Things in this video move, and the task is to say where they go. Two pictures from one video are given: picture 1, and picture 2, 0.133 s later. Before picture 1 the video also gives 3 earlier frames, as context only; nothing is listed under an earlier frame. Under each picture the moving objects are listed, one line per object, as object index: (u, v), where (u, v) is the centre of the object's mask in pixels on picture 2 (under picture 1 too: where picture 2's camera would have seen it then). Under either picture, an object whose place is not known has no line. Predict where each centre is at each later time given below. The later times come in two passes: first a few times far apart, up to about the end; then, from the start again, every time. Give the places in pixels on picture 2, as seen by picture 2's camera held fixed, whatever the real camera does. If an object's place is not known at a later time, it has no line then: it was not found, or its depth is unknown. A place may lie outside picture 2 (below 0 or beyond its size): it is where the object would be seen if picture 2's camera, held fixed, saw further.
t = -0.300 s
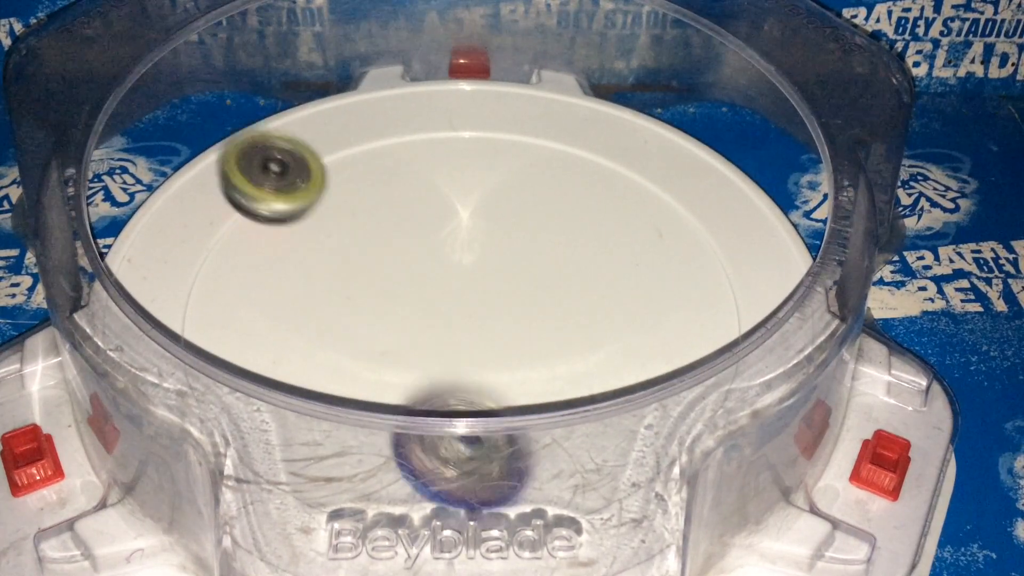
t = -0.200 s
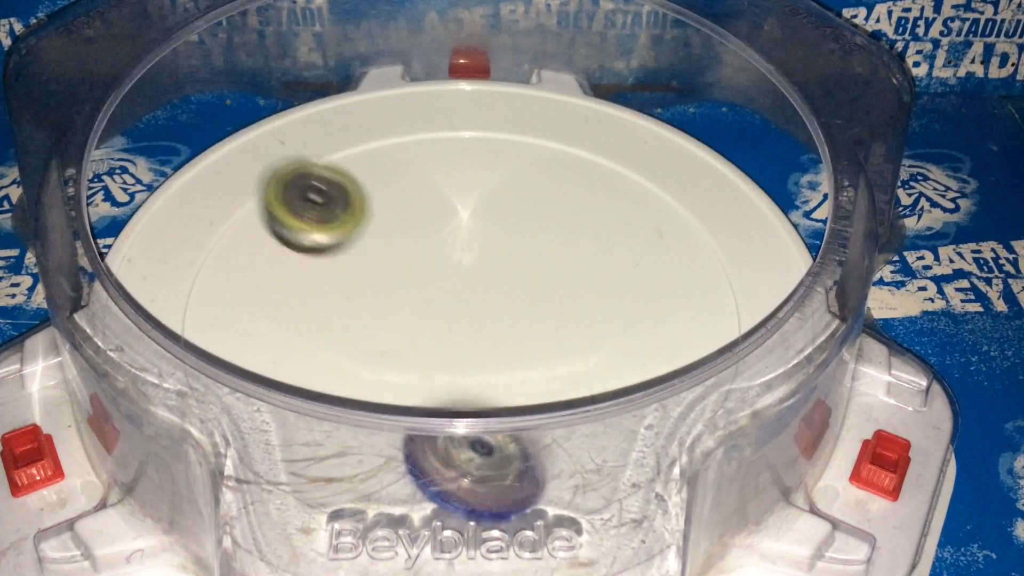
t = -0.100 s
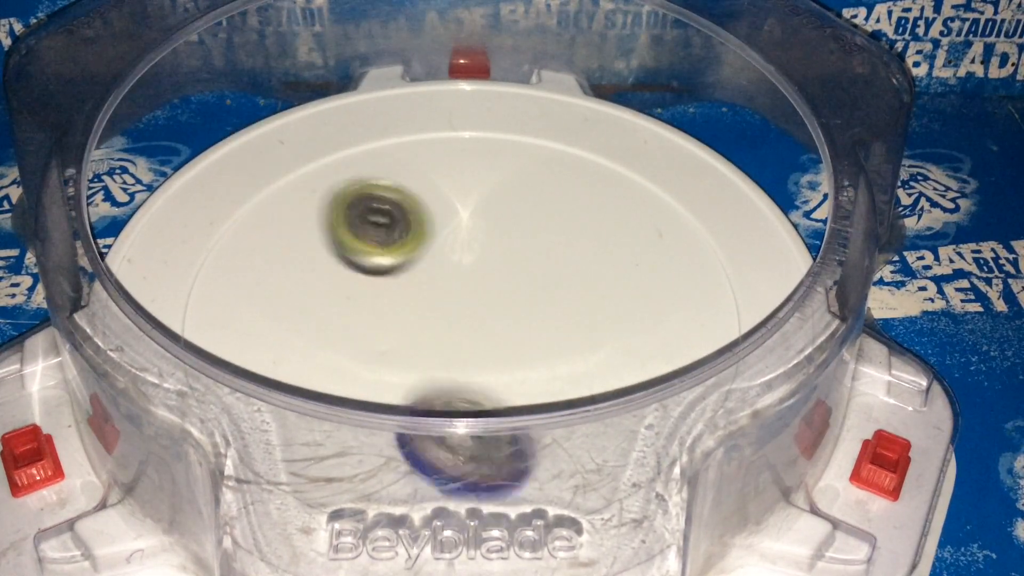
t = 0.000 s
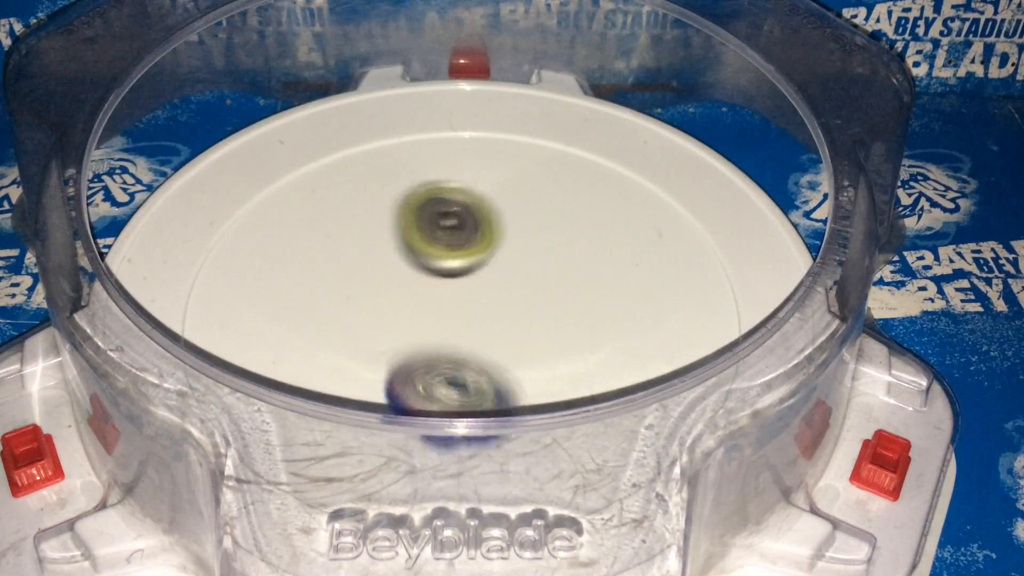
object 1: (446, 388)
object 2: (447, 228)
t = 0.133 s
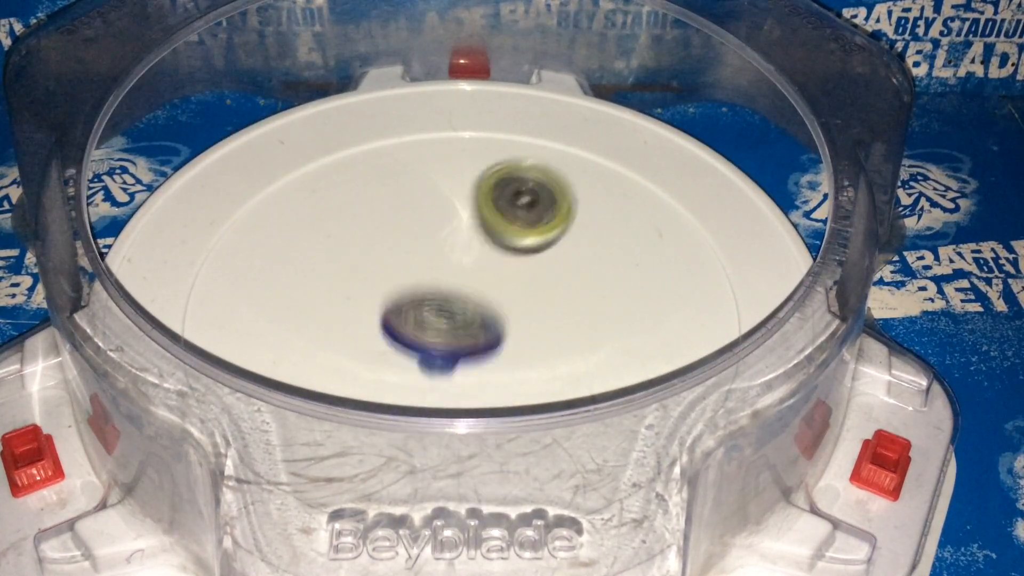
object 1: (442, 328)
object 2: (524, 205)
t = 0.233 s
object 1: (454, 277)
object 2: (554, 174)
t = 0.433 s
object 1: (514, 226)
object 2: (542, 122)
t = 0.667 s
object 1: (587, 236)
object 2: (449, 228)
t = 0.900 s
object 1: (587, 268)
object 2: (557, 362)
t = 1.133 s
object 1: (525, 265)
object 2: (709, 317)
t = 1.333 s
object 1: (474, 242)
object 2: (599, 258)
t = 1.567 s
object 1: (278, 187)
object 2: (596, 330)
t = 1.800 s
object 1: (310, 210)
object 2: (600, 345)
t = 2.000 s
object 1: (406, 279)
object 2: (478, 357)
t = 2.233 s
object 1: (367, 177)
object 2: (593, 517)
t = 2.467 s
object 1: (470, 232)
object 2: (587, 473)
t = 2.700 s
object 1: (578, 301)
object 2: (487, 378)
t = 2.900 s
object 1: (626, 347)
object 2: (341, 327)
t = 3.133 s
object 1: (567, 373)
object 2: (215, 314)
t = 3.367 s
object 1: (455, 326)
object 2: (328, 340)
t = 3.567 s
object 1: (515, 217)
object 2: (303, 313)
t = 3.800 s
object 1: (505, 200)
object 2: (350, 266)
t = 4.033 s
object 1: (519, 223)
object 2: (297, 234)
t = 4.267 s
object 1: (498, 291)
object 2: (339, 334)
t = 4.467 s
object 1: (563, 273)
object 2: (394, 398)
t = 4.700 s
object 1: (606, 279)
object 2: (517, 351)
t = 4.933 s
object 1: (578, 266)
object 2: (393, 311)
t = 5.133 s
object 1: (497, 267)
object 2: (326, 343)
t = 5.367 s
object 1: (409, 227)
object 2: (442, 378)
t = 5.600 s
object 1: (388, 212)
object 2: (567, 349)
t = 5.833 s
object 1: (381, 268)
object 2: (529, 249)
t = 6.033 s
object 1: (390, 319)
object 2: (465, 206)
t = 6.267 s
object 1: (459, 350)
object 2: (372, 259)
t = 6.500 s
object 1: (536, 335)
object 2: (391, 325)
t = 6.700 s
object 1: (544, 300)
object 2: (417, 310)
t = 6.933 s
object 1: (501, 271)
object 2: (364, 310)
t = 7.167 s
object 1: (488, 261)
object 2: (335, 360)
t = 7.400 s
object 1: (488, 299)
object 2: (415, 368)
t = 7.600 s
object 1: (535, 280)
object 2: (416, 308)
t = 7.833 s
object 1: (526, 265)
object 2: (383, 243)
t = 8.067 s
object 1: (486, 273)
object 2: (355, 239)
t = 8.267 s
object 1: (512, 306)
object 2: (361, 278)
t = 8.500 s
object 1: (551, 324)
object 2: (427, 279)
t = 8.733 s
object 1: (547, 312)
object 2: (452, 257)
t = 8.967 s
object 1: (525, 323)
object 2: (400, 224)
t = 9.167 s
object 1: (483, 340)
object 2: (356, 248)
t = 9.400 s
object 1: (469, 361)
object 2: (404, 283)
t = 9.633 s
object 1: (494, 361)
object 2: (436, 239)
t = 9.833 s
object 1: (485, 334)
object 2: (436, 232)
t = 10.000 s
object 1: (468, 340)
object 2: (433, 234)
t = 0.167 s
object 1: (443, 310)
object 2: (536, 197)
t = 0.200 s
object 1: (448, 293)
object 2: (546, 186)
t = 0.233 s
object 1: (454, 277)
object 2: (554, 174)
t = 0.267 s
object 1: (461, 265)
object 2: (559, 164)
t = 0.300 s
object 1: (469, 252)
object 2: (561, 153)
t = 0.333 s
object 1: (479, 244)
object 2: (561, 141)
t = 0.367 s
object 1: (489, 237)
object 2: (558, 132)
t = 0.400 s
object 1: (502, 231)
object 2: (553, 123)
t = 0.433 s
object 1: (514, 226)
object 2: (542, 122)
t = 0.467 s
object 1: (528, 223)
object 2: (528, 124)
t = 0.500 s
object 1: (540, 224)
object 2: (512, 128)
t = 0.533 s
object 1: (552, 225)
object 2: (495, 137)
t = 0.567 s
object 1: (563, 226)
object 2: (478, 155)
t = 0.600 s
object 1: (572, 228)
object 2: (464, 176)
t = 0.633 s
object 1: (581, 231)
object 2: (454, 202)
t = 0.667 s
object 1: (587, 236)
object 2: (449, 228)
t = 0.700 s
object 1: (592, 241)
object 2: (450, 255)
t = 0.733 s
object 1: (595, 245)
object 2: (457, 281)
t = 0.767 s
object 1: (597, 250)
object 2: (467, 305)
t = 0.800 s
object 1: (597, 254)
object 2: (484, 326)
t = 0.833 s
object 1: (596, 258)
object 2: (505, 345)
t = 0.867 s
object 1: (592, 262)
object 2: (529, 357)
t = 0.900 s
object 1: (587, 268)
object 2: (557, 362)
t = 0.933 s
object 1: (581, 270)
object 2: (586, 363)
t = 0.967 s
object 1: (574, 272)
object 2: (617, 361)
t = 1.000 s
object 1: (566, 272)
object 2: (652, 370)
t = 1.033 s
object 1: (557, 272)
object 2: (681, 363)
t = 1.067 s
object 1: (547, 270)
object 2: (710, 355)
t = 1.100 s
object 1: (535, 268)
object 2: (717, 334)
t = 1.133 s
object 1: (525, 265)
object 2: (709, 317)
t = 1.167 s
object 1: (516, 262)
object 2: (708, 308)
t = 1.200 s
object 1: (507, 259)
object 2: (702, 295)
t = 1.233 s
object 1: (498, 255)
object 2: (687, 280)
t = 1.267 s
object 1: (490, 251)
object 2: (664, 268)
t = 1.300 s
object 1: (482, 246)
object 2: (632, 261)
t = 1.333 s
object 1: (474, 242)
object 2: (599, 258)
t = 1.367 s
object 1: (449, 237)
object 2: (583, 262)
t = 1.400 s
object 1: (402, 226)
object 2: (588, 269)
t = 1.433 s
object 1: (366, 218)
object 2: (589, 280)
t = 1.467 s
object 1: (336, 209)
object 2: (590, 293)
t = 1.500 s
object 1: (311, 199)
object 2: (591, 307)
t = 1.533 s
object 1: (292, 193)
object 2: (593, 319)
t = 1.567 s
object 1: (278, 187)
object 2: (596, 330)
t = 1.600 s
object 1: (269, 182)
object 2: (600, 339)
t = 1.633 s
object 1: (263, 179)
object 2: (604, 345)
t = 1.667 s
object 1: (264, 180)
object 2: (608, 347)
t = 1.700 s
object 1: (272, 183)
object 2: (612, 349)
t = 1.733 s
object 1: (283, 191)
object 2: (613, 348)
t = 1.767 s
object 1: (295, 199)
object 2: (609, 346)
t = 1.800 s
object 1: (310, 210)
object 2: (600, 345)
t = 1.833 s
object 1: (324, 219)
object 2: (586, 343)
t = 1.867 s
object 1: (340, 231)
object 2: (569, 342)
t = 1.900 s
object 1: (357, 241)
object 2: (546, 343)
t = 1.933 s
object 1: (374, 254)
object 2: (525, 346)
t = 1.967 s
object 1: (391, 268)
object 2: (500, 351)
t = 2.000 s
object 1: (406, 279)
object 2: (478, 357)
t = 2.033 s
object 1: (403, 267)
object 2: (481, 376)
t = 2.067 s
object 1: (391, 233)
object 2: (500, 438)
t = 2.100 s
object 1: (378, 216)
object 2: (520, 473)
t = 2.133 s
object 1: (369, 209)
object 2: (542, 479)
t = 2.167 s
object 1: (366, 194)
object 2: (558, 498)
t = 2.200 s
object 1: (366, 183)
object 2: (575, 511)
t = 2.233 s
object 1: (367, 177)
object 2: (593, 517)
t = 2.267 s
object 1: (372, 178)
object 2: (601, 518)
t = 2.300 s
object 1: (380, 184)
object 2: (603, 514)
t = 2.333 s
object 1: (393, 190)
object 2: (607, 505)
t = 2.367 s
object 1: (409, 199)
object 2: (602, 497)
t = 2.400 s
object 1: (429, 209)
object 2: (598, 486)
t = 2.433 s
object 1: (449, 221)
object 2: (593, 479)
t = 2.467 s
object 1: (470, 232)
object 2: (587, 473)
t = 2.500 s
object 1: (490, 243)
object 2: (577, 468)
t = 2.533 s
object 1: (508, 253)
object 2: (567, 464)
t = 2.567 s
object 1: (524, 264)
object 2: (559, 458)
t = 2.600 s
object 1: (539, 273)
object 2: (545, 431)
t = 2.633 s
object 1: (553, 284)
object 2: (528, 415)
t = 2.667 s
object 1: (565, 292)
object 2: (507, 396)
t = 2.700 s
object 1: (578, 301)
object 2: (487, 378)
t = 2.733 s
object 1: (589, 309)
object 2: (464, 372)
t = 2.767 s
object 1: (599, 317)
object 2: (437, 361)
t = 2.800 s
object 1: (608, 325)
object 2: (412, 350)
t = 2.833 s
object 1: (615, 333)
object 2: (389, 341)
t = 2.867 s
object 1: (623, 341)
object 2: (366, 333)
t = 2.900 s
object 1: (626, 347)
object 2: (341, 327)
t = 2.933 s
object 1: (626, 353)
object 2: (320, 322)
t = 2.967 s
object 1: (622, 358)
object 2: (299, 318)
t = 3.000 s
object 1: (617, 364)
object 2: (278, 316)
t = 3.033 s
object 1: (609, 368)
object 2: (257, 314)
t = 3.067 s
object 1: (598, 370)
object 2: (238, 314)
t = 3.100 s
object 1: (584, 372)
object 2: (224, 314)
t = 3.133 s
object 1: (567, 373)
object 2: (215, 314)
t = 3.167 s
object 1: (549, 375)
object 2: (211, 317)
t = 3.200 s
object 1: (532, 372)
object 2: (207, 332)
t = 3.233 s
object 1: (513, 367)
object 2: (222, 342)
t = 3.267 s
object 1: (496, 359)
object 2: (248, 339)
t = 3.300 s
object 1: (480, 350)
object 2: (273, 344)
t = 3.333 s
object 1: (467, 339)
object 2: (300, 346)
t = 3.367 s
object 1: (455, 326)
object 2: (328, 340)
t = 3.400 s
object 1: (470, 301)
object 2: (322, 338)
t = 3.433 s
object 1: (487, 280)
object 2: (313, 333)
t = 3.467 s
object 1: (499, 259)
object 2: (307, 328)
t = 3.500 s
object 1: (507, 242)
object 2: (303, 322)
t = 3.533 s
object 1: (512, 228)
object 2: (301, 317)
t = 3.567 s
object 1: (515, 217)
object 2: (303, 313)
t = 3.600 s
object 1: (516, 210)
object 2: (306, 308)
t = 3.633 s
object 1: (516, 206)
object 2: (311, 302)
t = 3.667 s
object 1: (516, 203)
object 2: (318, 296)
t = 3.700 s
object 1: (514, 201)
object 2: (325, 290)
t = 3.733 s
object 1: (512, 200)
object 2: (334, 283)
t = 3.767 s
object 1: (509, 200)
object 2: (342, 275)
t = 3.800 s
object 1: (505, 200)
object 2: (350, 266)
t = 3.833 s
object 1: (500, 202)
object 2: (357, 256)
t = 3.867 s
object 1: (494, 205)
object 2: (363, 247)
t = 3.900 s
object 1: (487, 209)
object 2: (368, 238)
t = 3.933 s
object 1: (486, 213)
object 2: (364, 231)
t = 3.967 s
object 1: (503, 214)
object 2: (335, 228)
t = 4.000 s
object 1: (514, 217)
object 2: (315, 229)
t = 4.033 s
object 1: (519, 223)
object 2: (297, 234)
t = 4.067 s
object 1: (522, 231)
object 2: (282, 243)
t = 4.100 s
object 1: (522, 240)
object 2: (272, 256)
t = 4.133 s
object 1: (521, 250)
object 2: (269, 272)
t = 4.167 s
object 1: (518, 259)
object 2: (275, 290)
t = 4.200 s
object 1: (513, 270)
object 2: (291, 308)
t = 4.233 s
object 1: (506, 280)
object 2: (314, 323)
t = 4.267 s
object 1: (498, 291)
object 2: (339, 334)
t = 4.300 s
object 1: (490, 299)
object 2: (368, 340)
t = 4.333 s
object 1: (501, 294)
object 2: (372, 352)
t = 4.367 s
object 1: (525, 284)
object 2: (365, 362)
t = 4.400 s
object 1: (541, 277)
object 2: (367, 370)
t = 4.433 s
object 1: (554, 275)
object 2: (375, 388)
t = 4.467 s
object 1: (563, 273)
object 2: (394, 398)
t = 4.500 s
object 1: (574, 271)
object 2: (418, 405)
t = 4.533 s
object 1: (584, 272)
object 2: (445, 403)
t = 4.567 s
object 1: (592, 274)
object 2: (470, 395)
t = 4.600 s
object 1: (597, 276)
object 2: (490, 378)
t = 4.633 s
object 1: (601, 278)
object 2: (507, 370)
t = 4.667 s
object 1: (603, 281)
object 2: (519, 359)
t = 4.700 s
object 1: (606, 279)
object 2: (517, 351)
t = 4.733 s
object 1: (610, 273)
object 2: (505, 343)
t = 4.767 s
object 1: (611, 271)
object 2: (492, 335)
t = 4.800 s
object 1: (609, 267)
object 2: (476, 327)
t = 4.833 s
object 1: (605, 266)
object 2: (456, 320)
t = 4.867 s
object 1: (597, 266)
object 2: (436, 315)
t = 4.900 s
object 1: (588, 265)
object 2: (415, 312)
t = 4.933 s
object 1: (578, 266)
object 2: (393, 311)
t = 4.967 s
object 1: (567, 265)
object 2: (374, 310)
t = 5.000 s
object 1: (553, 267)
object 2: (357, 313)
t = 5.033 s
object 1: (540, 265)
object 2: (344, 318)
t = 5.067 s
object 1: (527, 266)
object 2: (333, 325)
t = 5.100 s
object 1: (512, 267)
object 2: (326, 334)
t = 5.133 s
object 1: (497, 267)
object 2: (326, 343)
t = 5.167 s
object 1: (484, 268)
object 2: (335, 351)
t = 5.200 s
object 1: (469, 270)
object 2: (350, 357)
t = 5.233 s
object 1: (454, 271)
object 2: (369, 360)
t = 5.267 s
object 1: (441, 271)
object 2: (389, 359)
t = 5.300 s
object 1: (428, 266)
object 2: (408, 360)
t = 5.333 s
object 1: (417, 245)
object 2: (425, 371)
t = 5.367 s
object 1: (409, 227)
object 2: (442, 378)
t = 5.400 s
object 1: (400, 214)
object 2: (463, 393)
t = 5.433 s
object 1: (394, 206)
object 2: (485, 394)
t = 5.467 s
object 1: (390, 204)
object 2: (506, 380)
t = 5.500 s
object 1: (388, 203)
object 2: (527, 376)
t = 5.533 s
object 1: (387, 205)
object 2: (546, 370)
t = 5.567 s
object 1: (387, 207)
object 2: (560, 361)
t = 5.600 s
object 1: (388, 212)
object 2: (567, 349)
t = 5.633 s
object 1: (390, 218)
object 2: (568, 331)
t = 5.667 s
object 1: (391, 226)
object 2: (563, 315)
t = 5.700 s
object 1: (395, 235)
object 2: (555, 299)
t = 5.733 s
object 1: (398, 245)
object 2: (543, 285)
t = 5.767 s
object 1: (403, 253)
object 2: (528, 272)
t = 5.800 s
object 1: (394, 261)
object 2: (526, 259)
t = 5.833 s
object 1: (381, 268)
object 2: (529, 249)
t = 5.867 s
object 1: (376, 276)
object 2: (527, 238)
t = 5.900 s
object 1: (375, 287)
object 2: (520, 228)
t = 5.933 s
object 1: (375, 295)
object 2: (511, 220)
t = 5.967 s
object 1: (378, 305)
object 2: (497, 212)
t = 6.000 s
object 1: (384, 310)
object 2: (482, 208)
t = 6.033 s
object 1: (390, 319)
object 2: (465, 206)
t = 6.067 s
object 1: (396, 324)
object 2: (447, 208)
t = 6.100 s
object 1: (403, 329)
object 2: (429, 213)
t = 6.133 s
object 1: (411, 332)
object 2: (413, 222)
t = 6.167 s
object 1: (419, 334)
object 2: (400, 233)
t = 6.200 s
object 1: (430, 337)
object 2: (390, 248)
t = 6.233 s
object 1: (443, 343)
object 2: (382, 256)
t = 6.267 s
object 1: (459, 350)
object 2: (372, 259)
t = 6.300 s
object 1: (475, 354)
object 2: (364, 265)
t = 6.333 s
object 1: (488, 354)
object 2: (360, 275)
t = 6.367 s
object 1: (499, 353)
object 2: (359, 288)
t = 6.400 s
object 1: (507, 349)
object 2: (366, 301)
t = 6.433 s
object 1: (512, 345)
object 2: (378, 314)
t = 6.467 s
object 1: (519, 340)
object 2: (391, 323)
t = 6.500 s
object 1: (536, 335)
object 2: (391, 325)
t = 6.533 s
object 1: (546, 329)
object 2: (394, 325)
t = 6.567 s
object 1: (553, 322)
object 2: (399, 325)
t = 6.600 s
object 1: (554, 316)
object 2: (404, 323)
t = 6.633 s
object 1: (554, 309)
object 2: (409, 321)
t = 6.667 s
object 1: (550, 303)
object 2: (414, 316)
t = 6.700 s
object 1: (544, 300)
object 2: (417, 310)
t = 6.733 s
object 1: (542, 294)
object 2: (415, 306)
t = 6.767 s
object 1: (543, 287)
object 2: (404, 302)
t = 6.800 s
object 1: (540, 281)
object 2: (394, 300)
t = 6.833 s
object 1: (532, 277)
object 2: (383, 300)
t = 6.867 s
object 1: (523, 275)
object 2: (373, 301)
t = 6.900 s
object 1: (513, 272)
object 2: (366, 304)
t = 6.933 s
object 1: (501, 271)
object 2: (364, 310)
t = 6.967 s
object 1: (489, 272)
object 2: (367, 315)
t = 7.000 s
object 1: (476, 273)
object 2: (375, 321)
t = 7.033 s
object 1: (476, 269)
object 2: (369, 330)
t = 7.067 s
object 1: (483, 263)
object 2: (352, 341)
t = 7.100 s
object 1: (488, 260)
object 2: (341, 349)
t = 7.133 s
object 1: (490, 259)
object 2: (336, 356)
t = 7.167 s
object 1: (488, 261)
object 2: (335, 360)
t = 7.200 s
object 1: (484, 267)
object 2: (338, 366)
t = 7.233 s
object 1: (481, 271)
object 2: (348, 371)
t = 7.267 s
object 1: (478, 277)
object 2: (358, 384)
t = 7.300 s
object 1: (476, 284)
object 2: (377, 375)
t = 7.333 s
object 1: (477, 292)
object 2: (396, 374)
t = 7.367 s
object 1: (479, 299)
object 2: (412, 369)
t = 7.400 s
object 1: (488, 299)
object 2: (415, 368)
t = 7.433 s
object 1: (503, 294)
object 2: (416, 364)
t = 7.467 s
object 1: (513, 290)
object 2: (419, 356)
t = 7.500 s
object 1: (520, 287)
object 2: (421, 344)
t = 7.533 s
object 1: (527, 284)
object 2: (421, 332)
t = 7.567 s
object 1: (532, 281)
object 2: (418, 320)
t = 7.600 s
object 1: (535, 280)
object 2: (416, 308)
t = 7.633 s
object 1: (537, 276)
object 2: (413, 296)
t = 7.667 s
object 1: (538, 275)
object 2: (408, 286)
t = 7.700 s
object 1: (539, 273)
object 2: (402, 276)
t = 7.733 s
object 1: (537, 272)
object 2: (398, 267)
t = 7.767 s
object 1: (535, 269)
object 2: (394, 258)
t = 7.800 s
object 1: (532, 268)
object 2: (388, 250)
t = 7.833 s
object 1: (526, 265)
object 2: (383, 243)
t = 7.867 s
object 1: (519, 263)
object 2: (378, 237)
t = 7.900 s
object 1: (511, 263)
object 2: (373, 233)
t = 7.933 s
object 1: (502, 263)
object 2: (367, 232)
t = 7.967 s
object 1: (493, 264)
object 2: (364, 233)
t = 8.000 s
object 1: (485, 268)
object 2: (365, 235)
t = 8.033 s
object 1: (477, 271)
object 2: (367, 239)
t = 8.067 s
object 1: (486, 273)
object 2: (355, 239)
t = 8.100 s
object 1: (497, 284)
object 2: (347, 241)
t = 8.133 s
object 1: (503, 288)
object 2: (342, 245)
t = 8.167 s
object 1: (509, 294)
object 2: (339, 252)
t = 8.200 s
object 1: (510, 298)
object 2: (340, 260)
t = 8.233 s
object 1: (511, 302)
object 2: (348, 270)
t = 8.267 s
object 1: (512, 306)
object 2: (361, 278)
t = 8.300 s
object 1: (513, 310)
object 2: (374, 285)
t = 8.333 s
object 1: (515, 314)
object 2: (390, 290)
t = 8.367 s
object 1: (520, 317)
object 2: (404, 292)
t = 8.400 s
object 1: (530, 320)
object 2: (410, 289)
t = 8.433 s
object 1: (540, 323)
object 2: (415, 287)
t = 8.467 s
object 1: (546, 324)
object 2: (422, 283)
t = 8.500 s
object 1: (551, 324)
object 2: (427, 279)
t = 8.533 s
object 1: (554, 323)
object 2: (433, 275)
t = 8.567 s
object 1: (556, 321)
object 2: (438, 272)
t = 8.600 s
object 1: (558, 320)
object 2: (443, 268)
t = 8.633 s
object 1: (557, 318)
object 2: (445, 264)
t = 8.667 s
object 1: (555, 316)
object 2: (448, 261)
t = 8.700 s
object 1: (552, 314)
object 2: (451, 259)
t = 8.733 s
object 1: (547, 312)
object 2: (452, 257)
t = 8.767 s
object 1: (543, 310)
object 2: (451, 253)
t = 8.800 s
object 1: (539, 308)
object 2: (448, 249)
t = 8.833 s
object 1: (532, 307)
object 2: (445, 248)
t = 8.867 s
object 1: (530, 308)
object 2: (435, 241)
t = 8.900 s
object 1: (532, 316)
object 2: (422, 232)
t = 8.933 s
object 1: (530, 317)
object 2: (411, 227)
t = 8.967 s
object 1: (525, 323)
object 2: (400, 224)
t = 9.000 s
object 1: (519, 324)
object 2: (390, 222)
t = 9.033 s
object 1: (512, 329)
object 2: (378, 222)
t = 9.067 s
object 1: (505, 332)
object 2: (368, 225)
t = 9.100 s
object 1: (498, 335)
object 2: (361, 230)
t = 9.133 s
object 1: (491, 338)
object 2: (356, 238)
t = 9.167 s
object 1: (483, 340)
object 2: (356, 248)
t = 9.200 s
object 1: (476, 342)
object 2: (360, 258)
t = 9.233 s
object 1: (468, 343)
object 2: (367, 267)
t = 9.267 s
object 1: (462, 348)
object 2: (376, 276)
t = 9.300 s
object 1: (461, 351)
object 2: (382, 279)
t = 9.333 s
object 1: (465, 354)
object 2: (387, 281)
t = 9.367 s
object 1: (467, 360)
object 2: (395, 281)
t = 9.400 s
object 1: (469, 361)
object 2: (404, 283)
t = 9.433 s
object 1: (469, 364)
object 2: (414, 279)
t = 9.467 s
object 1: (474, 365)
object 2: (419, 272)
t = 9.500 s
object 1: (477, 366)
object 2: (424, 265)
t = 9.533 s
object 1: (482, 366)
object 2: (428, 258)
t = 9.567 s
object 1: (486, 366)
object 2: (432, 251)
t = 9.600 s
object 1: (491, 363)
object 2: (435, 245)
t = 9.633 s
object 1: (494, 361)
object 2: (436, 239)
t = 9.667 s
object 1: (496, 355)
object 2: (437, 234)
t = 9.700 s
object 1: (497, 352)
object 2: (438, 230)
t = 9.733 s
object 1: (497, 348)
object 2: (437, 228)
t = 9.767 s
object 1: (494, 344)
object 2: (437, 228)
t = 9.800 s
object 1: (491, 338)
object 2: (436, 229)
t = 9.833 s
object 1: (485, 334)
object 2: (436, 232)
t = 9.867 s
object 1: (479, 328)
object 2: (437, 235)
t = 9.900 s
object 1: (473, 326)
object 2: (438, 239)
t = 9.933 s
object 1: (471, 330)
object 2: (437, 237)
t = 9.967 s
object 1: (470, 335)
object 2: (434, 235)
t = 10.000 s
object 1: (468, 340)
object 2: (433, 234)
